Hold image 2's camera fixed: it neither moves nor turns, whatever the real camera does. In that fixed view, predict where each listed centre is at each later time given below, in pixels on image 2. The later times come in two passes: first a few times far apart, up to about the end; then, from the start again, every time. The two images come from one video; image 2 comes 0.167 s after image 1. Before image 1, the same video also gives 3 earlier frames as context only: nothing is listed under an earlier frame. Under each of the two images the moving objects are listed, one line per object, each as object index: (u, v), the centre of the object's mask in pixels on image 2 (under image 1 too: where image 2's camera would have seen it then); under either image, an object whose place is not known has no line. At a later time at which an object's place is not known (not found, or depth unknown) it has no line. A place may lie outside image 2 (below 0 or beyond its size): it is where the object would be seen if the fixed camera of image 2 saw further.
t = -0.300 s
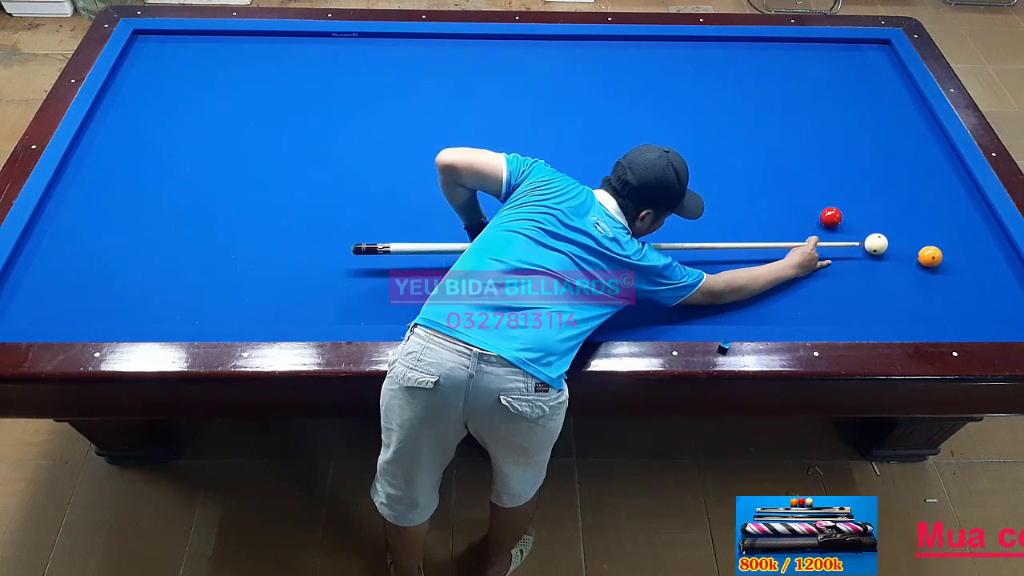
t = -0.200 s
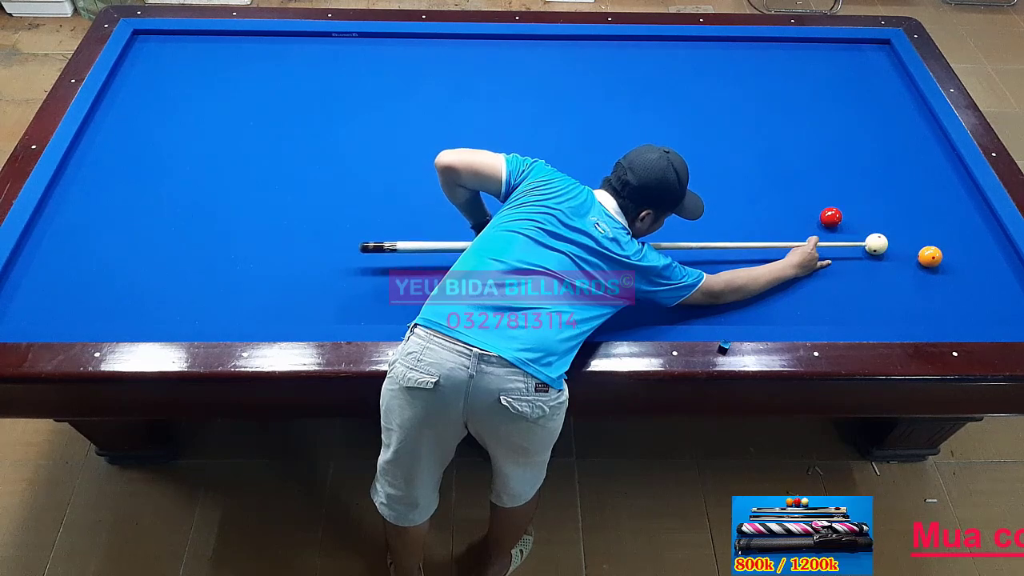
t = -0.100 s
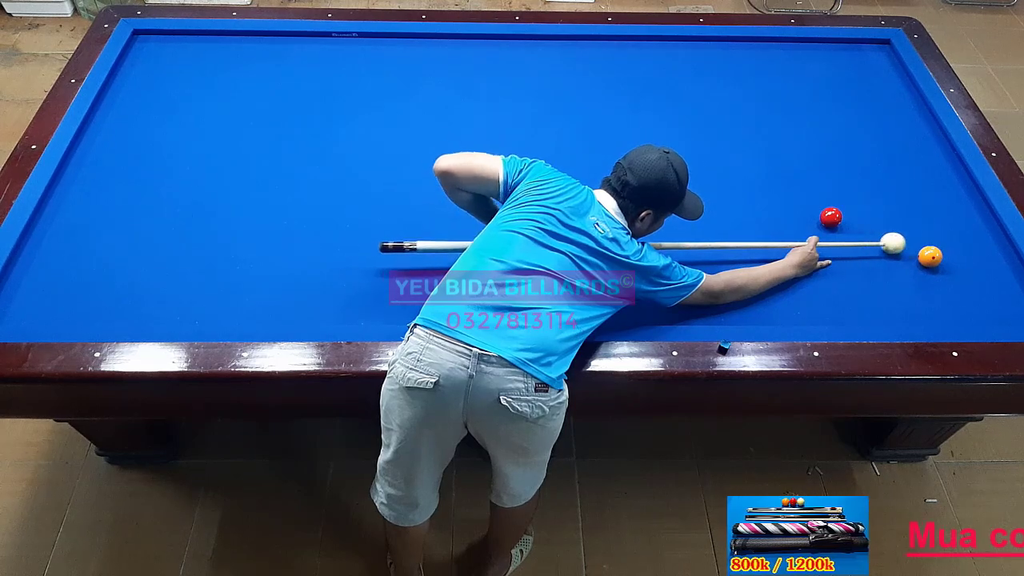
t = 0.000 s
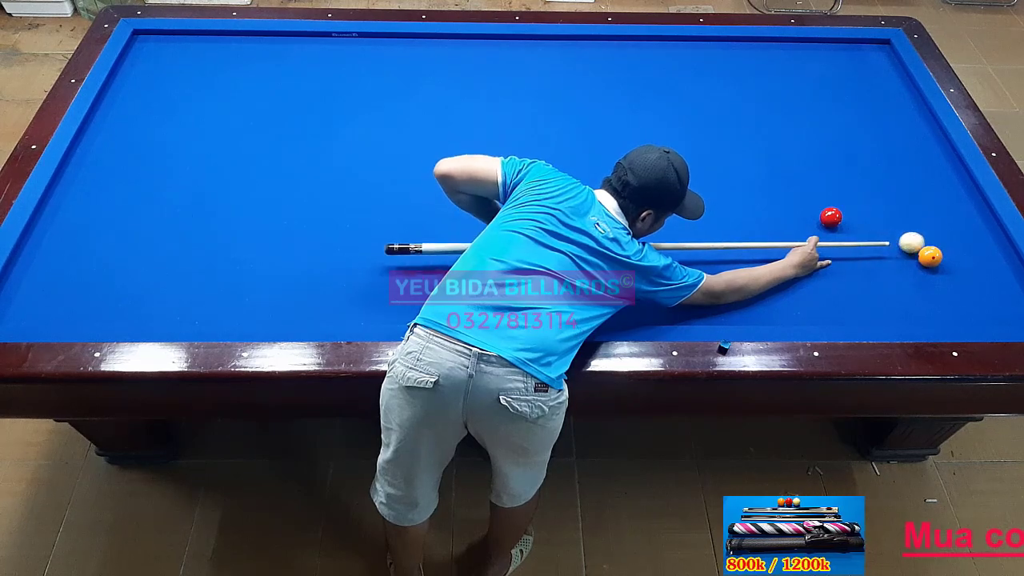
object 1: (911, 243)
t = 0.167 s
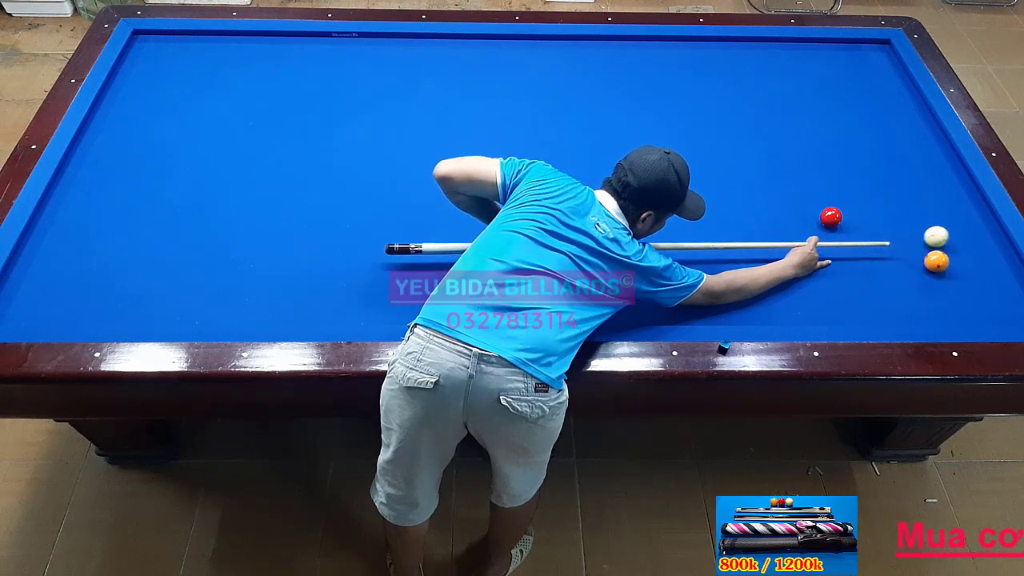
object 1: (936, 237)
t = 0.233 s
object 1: (945, 234)
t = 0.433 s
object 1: (972, 228)
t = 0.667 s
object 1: (985, 222)
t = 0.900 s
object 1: (965, 219)
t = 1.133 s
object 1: (946, 217)
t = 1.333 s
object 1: (930, 215)
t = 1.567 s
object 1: (914, 213)
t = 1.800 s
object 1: (897, 210)
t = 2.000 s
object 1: (884, 209)
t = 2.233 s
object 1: (870, 206)
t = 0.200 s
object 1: (940, 236)
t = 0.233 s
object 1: (945, 234)
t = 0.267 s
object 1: (950, 233)
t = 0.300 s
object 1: (954, 232)
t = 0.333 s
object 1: (959, 231)
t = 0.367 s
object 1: (963, 230)
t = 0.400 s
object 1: (968, 229)
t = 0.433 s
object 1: (972, 228)
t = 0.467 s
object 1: (977, 226)
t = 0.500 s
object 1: (981, 225)
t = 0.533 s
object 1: (986, 224)
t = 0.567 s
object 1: (990, 223)
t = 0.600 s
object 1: (992, 222)
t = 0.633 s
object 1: (988, 222)
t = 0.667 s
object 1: (985, 222)
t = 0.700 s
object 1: (981, 221)
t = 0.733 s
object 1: (979, 221)
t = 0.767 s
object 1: (976, 220)
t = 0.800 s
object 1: (973, 220)
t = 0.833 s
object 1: (970, 220)
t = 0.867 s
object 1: (967, 219)
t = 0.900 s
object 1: (965, 219)
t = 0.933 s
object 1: (962, 219)
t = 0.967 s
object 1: (959, 219)
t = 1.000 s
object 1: (957, 218)
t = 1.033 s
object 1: (954, 218)
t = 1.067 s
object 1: (951, 218)
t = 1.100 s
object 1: (949, 217)
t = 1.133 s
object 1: (946, 217)
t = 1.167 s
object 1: (943, 217)
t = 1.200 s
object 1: (941, 216)
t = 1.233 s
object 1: (938, 216)
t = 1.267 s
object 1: (936, 215)
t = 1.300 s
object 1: (933, 215)
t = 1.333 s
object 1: (930, 215)
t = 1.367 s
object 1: (928, 214)
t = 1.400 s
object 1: (925, 214)
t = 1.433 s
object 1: (923, 214)
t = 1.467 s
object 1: (921, 214)
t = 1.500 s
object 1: (918, 213)
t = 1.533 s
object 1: (916, 213)
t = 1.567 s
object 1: (914, 213)
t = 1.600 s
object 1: (911, 212)
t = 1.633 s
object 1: (909, 212)
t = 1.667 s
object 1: (906, 212)
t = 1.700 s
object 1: (904, 211)
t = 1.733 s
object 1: (902, 211)
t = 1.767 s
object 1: (899, 211)
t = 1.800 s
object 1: (897, 210)
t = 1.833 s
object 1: (895, 210)
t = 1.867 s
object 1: (893, 210)
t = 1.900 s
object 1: (891, 209)
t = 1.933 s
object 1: (888, 209)
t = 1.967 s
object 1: (886, 209)
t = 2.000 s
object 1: (884, 209)
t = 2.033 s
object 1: (882, 208)
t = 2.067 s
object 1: (880, 208)
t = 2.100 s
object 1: (878, 208)
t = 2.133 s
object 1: (876, 207)
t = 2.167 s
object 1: (874, 207)
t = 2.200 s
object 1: (872, 207)
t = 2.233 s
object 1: (870, 206)
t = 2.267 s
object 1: (868, 206)
